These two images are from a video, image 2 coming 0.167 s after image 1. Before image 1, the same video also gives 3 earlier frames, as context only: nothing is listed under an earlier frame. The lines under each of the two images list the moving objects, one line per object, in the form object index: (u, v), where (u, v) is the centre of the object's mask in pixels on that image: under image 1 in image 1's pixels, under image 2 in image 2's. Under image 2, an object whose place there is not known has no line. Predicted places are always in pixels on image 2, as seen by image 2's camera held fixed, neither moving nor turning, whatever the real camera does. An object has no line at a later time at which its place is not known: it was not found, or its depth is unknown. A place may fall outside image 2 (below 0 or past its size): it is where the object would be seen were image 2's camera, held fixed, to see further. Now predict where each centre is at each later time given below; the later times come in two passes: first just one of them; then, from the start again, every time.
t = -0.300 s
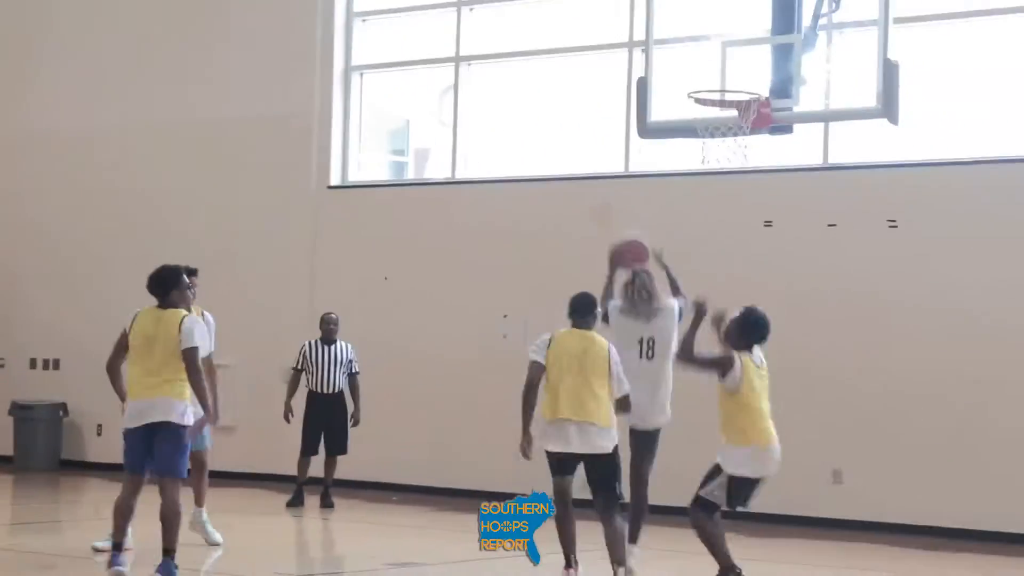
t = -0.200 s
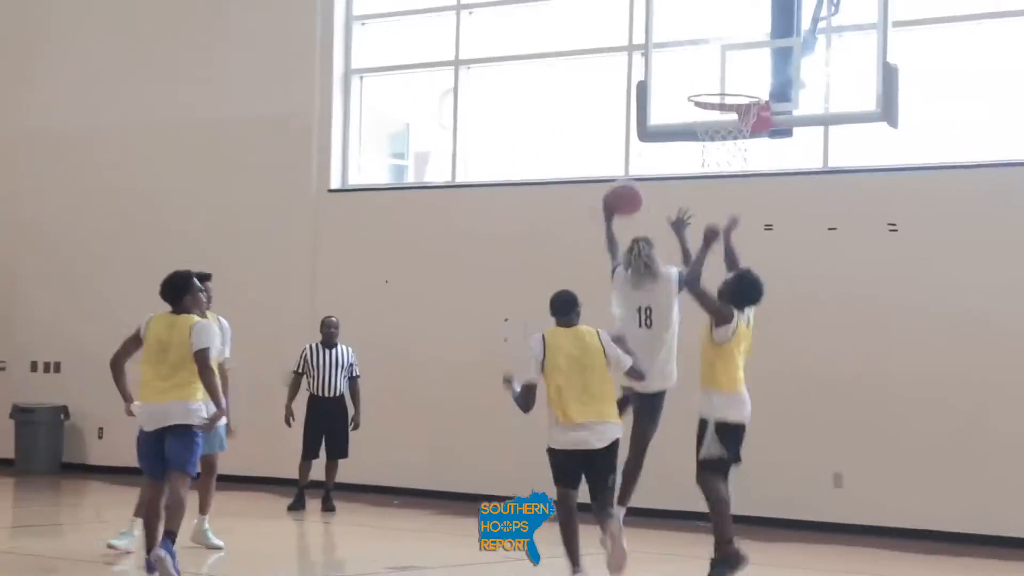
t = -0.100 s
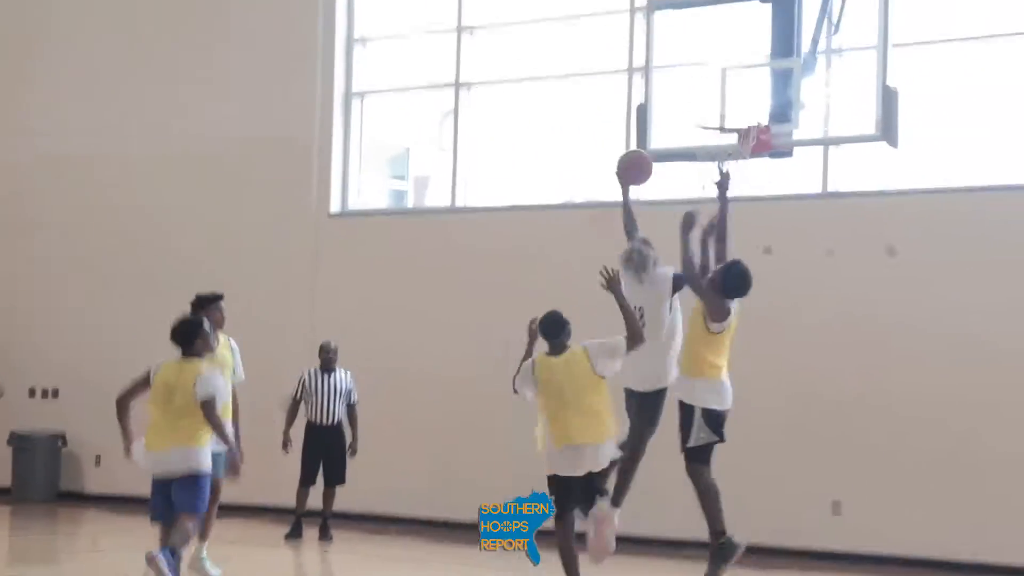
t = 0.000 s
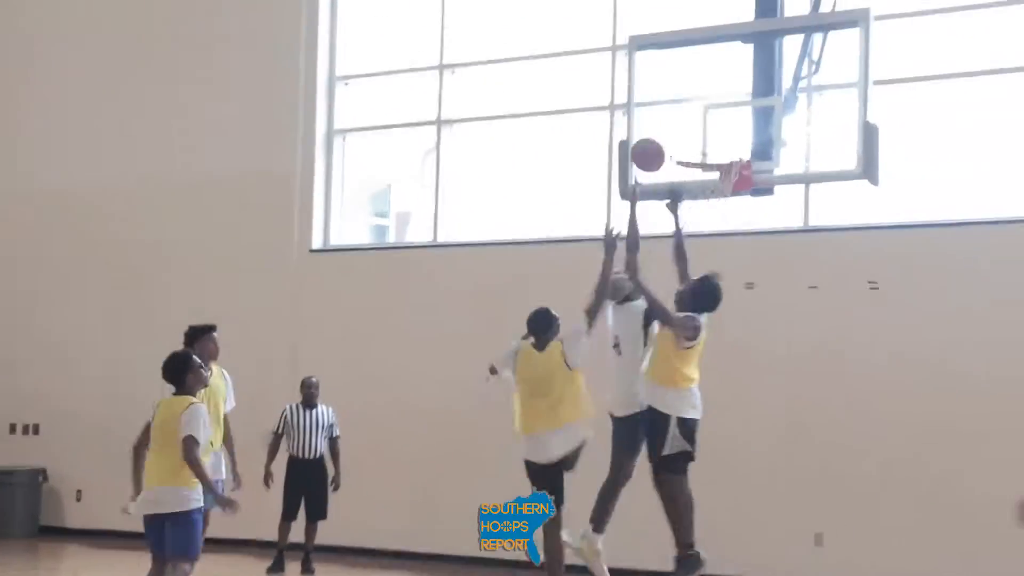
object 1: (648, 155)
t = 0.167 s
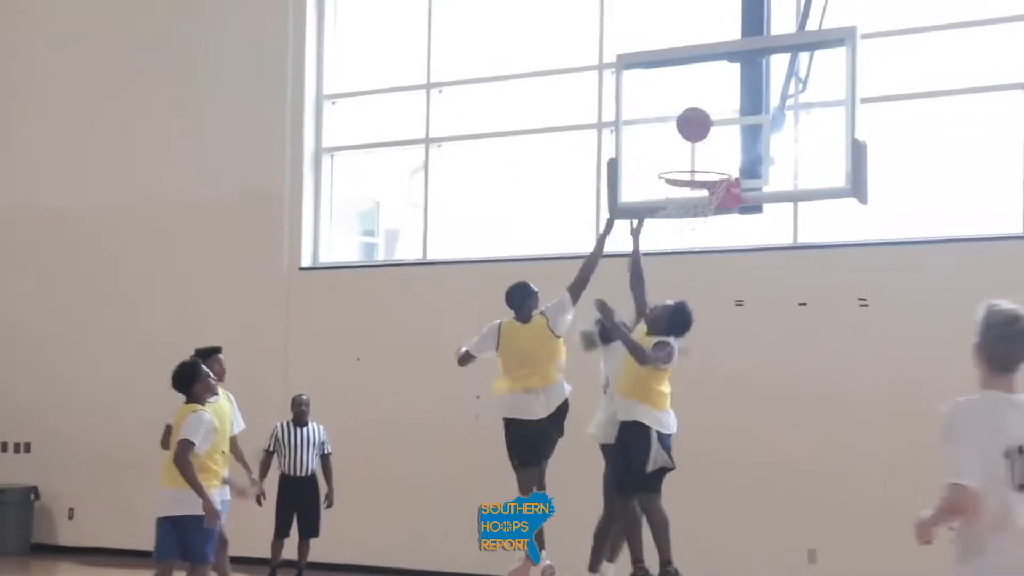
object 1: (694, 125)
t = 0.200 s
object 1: (696, 121)
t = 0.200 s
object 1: (696, 121)
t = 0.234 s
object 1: (698, 119)
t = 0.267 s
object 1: (700, 118)
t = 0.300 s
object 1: (702, 120)
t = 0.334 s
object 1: (703, 122)
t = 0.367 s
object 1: (705, 126)
